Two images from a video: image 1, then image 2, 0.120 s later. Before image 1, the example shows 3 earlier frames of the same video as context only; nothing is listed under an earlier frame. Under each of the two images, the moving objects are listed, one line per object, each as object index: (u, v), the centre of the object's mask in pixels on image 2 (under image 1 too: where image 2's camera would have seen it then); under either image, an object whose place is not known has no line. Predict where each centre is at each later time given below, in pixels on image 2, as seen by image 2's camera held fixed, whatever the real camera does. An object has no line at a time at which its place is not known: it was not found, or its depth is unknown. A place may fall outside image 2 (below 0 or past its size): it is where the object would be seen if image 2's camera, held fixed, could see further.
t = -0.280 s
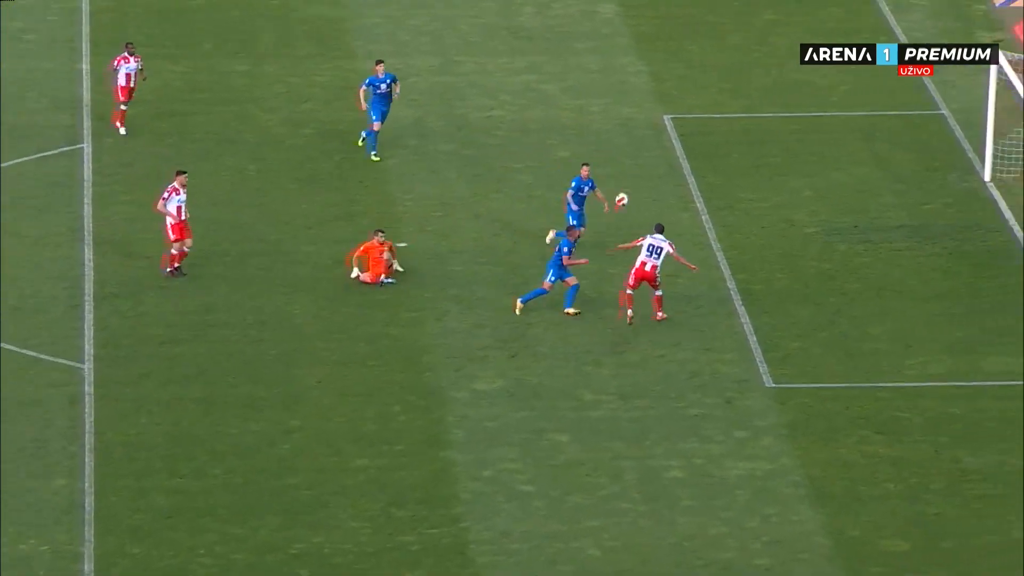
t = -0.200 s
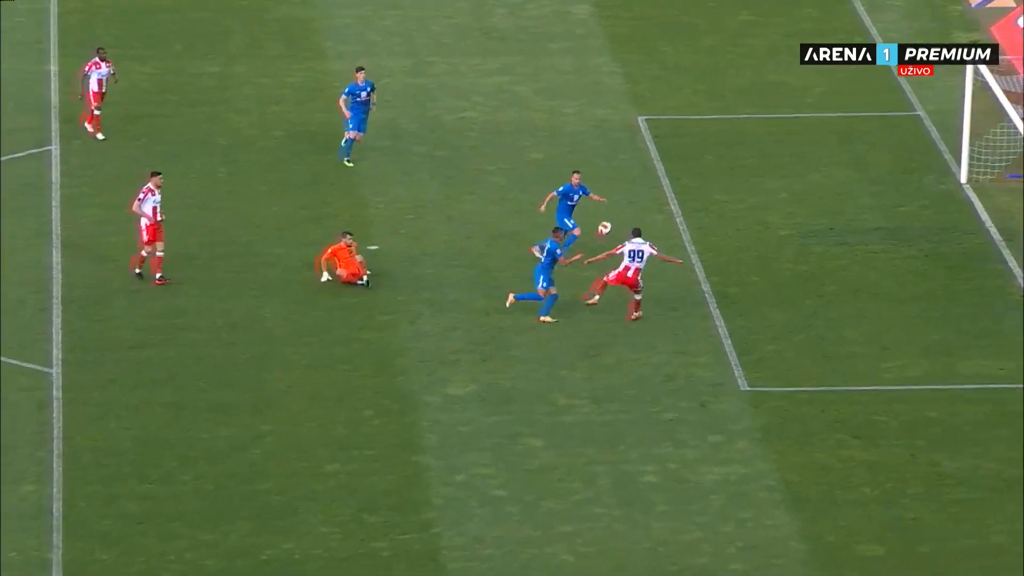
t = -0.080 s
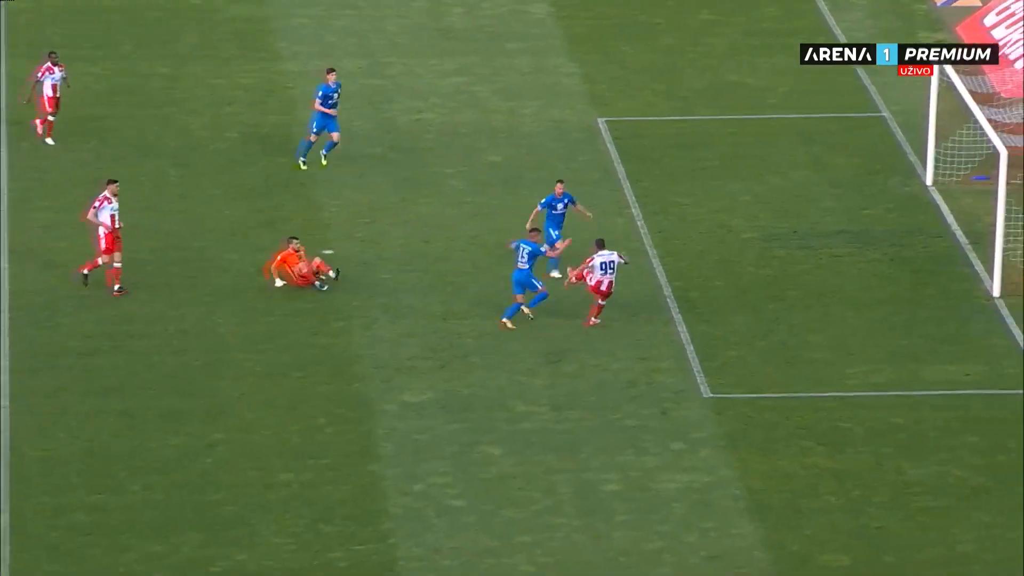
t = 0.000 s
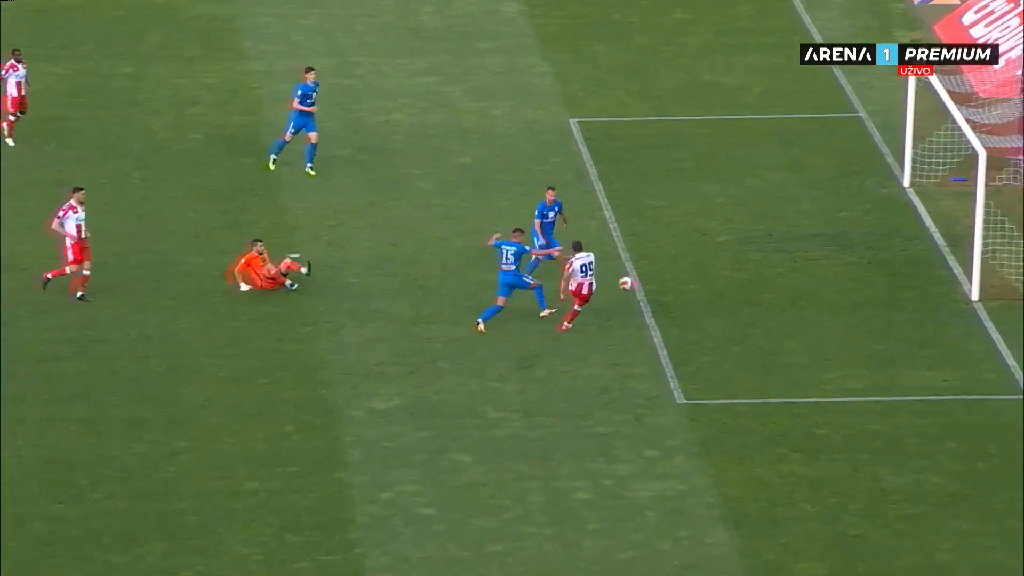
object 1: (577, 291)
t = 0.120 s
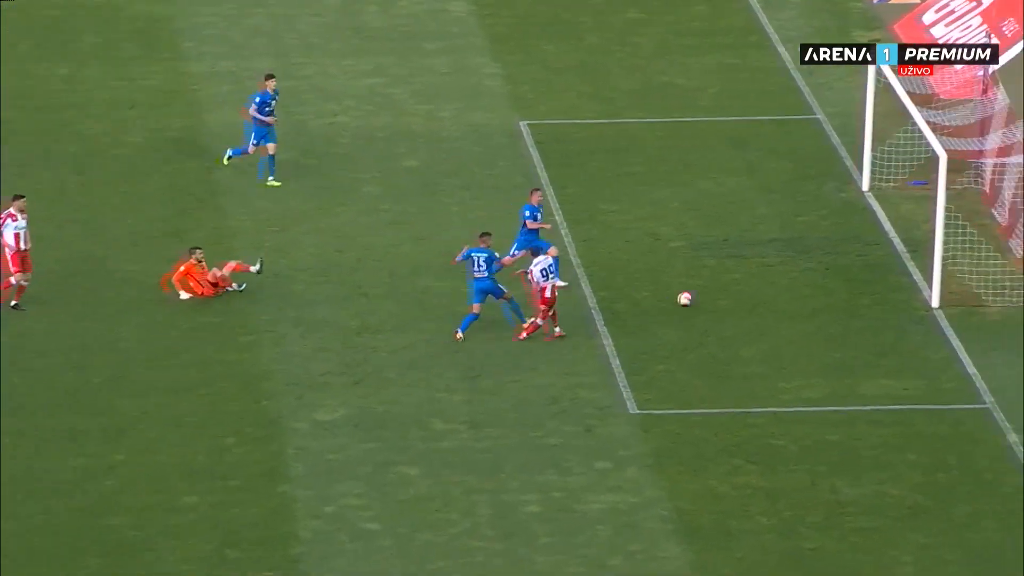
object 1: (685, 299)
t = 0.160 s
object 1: (714, 287)
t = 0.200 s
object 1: (742, 277)
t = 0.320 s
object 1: (827, 255)
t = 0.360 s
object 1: (854, 250)
